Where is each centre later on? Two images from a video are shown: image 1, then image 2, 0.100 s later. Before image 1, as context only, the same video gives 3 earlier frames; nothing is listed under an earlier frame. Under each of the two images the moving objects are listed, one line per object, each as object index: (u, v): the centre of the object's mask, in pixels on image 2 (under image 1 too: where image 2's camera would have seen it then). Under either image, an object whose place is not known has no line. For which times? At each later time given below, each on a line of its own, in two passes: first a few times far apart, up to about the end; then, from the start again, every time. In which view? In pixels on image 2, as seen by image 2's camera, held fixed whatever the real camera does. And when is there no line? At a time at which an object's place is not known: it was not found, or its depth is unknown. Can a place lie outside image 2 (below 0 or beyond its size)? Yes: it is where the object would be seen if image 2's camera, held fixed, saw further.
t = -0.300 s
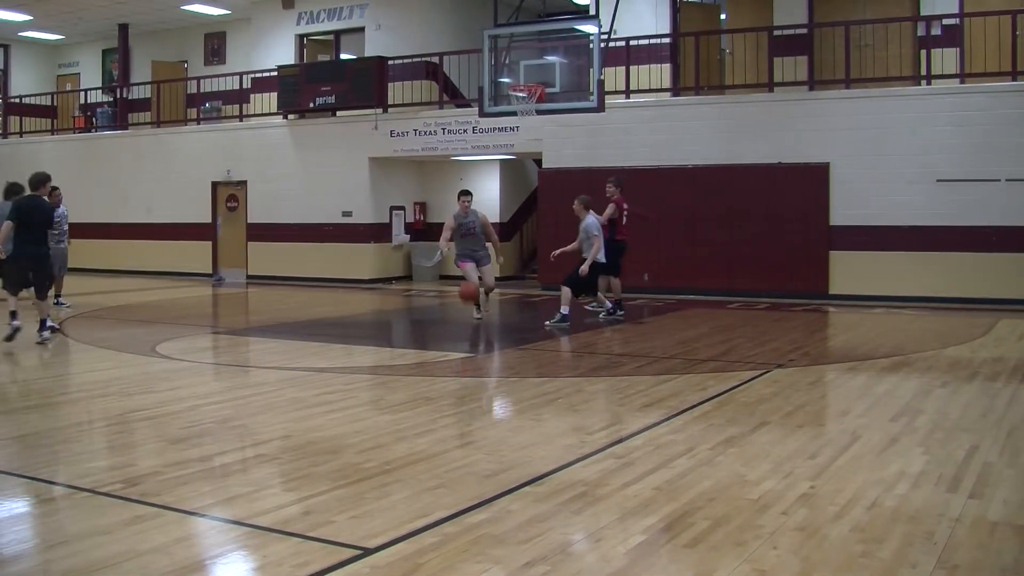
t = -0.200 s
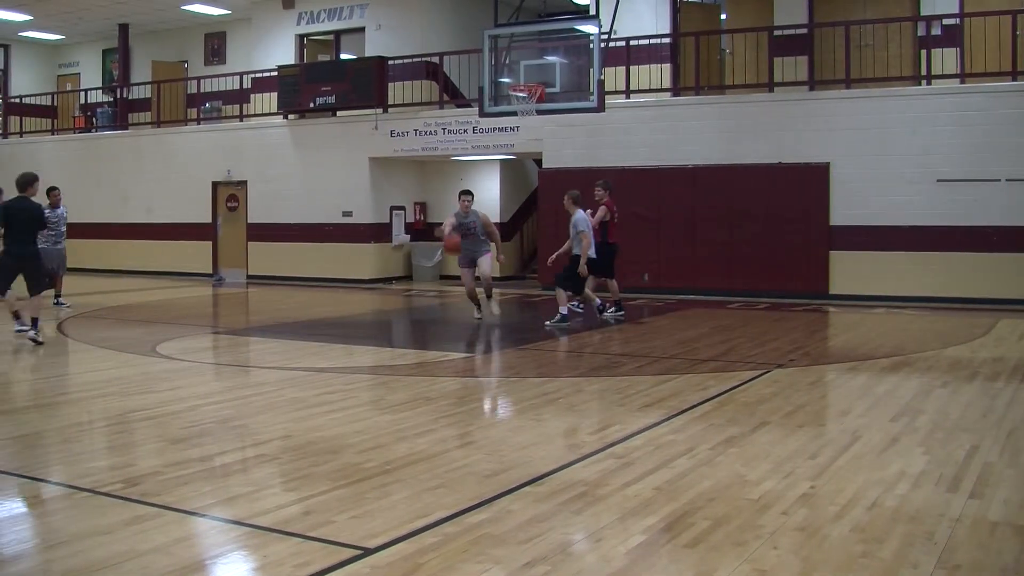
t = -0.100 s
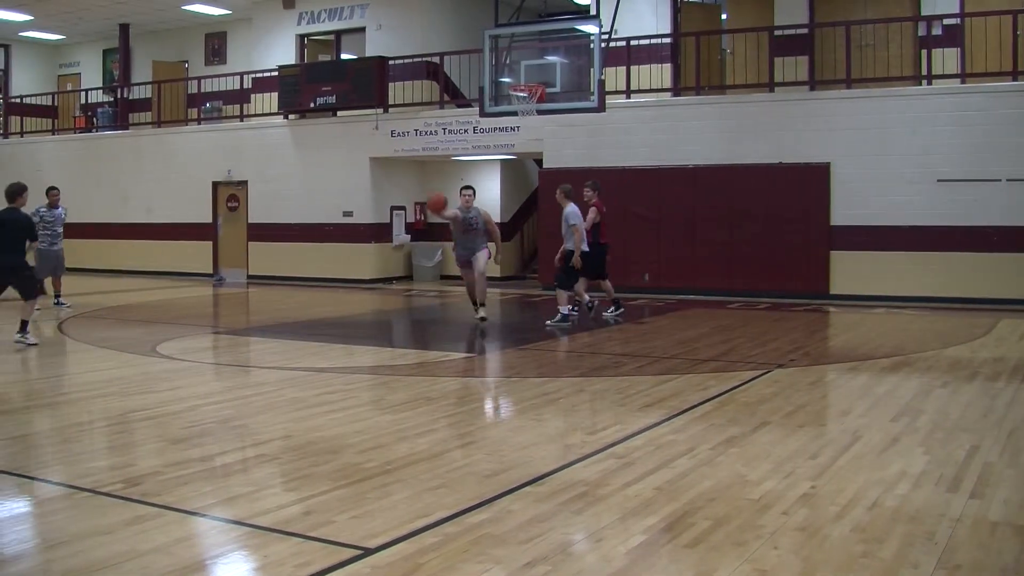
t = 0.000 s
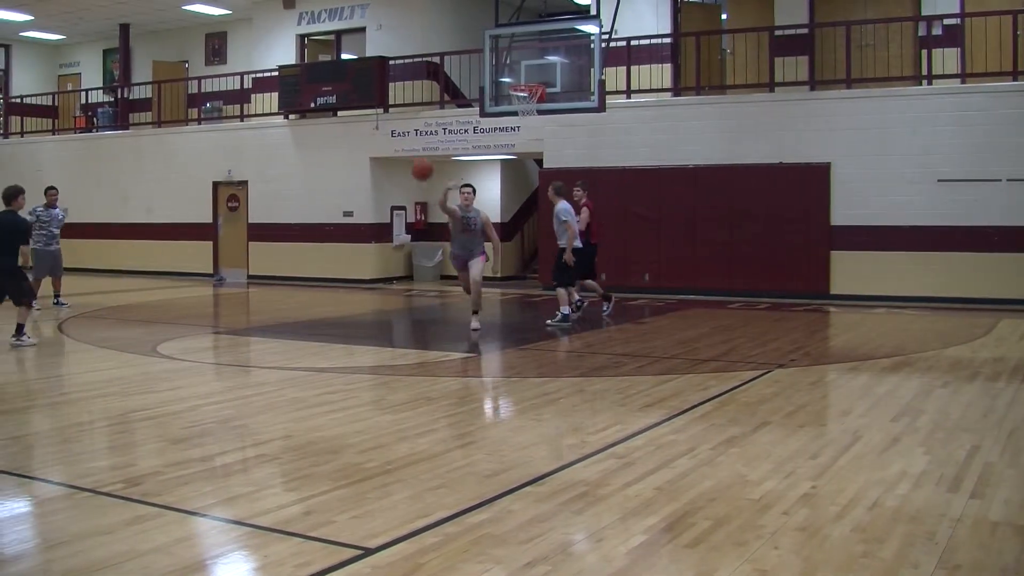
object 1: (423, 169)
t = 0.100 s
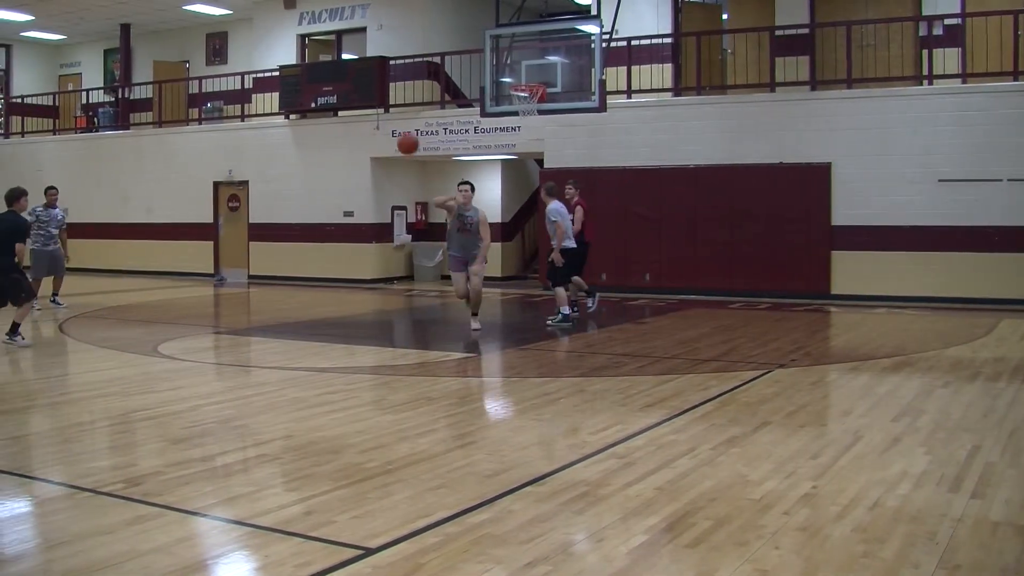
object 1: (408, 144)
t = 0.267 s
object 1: (382, 120)
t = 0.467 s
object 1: (348, 127)
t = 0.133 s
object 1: (402, 137)
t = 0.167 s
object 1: (397, 131)
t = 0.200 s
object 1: (392, 127)
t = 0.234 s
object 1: (387, 123)
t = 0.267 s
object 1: (382, 120)
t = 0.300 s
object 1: (377, 118)
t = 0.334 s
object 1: (371, 118)
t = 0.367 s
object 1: (365, 118)
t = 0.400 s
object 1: (360, 120)
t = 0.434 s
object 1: (354, 122)
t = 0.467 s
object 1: (348, 127)
